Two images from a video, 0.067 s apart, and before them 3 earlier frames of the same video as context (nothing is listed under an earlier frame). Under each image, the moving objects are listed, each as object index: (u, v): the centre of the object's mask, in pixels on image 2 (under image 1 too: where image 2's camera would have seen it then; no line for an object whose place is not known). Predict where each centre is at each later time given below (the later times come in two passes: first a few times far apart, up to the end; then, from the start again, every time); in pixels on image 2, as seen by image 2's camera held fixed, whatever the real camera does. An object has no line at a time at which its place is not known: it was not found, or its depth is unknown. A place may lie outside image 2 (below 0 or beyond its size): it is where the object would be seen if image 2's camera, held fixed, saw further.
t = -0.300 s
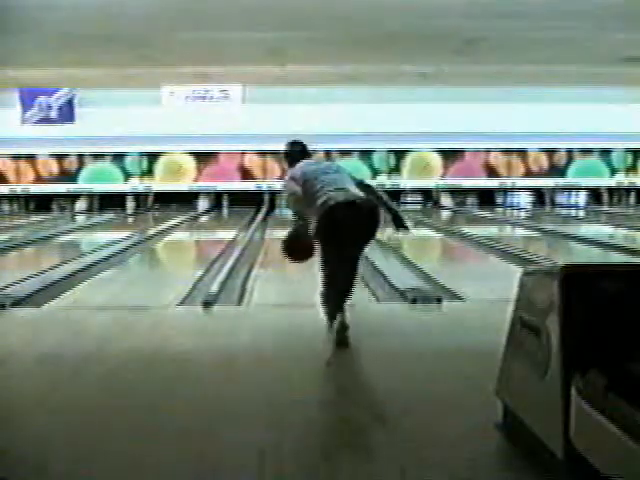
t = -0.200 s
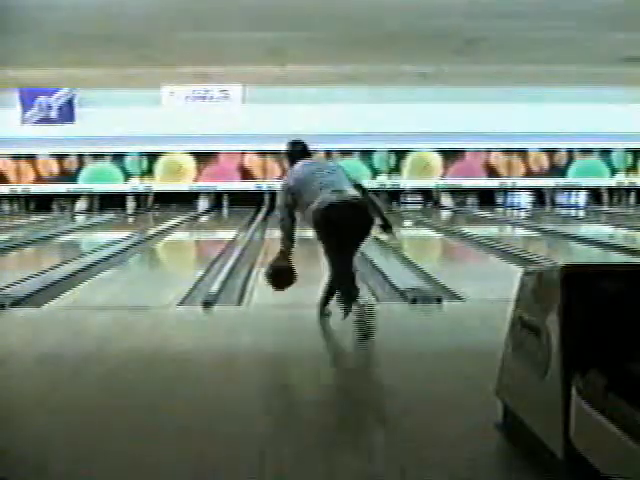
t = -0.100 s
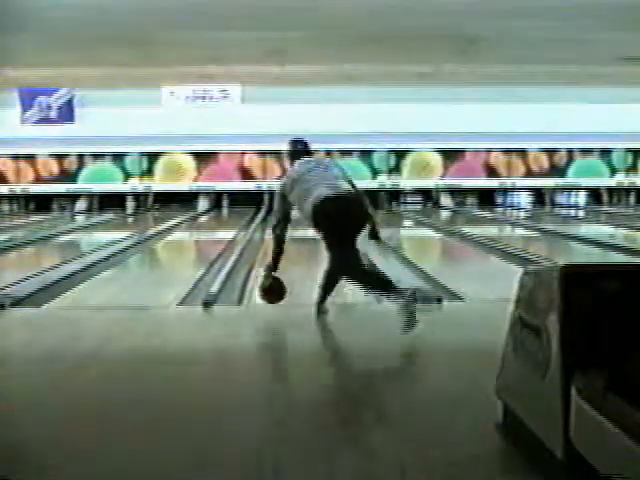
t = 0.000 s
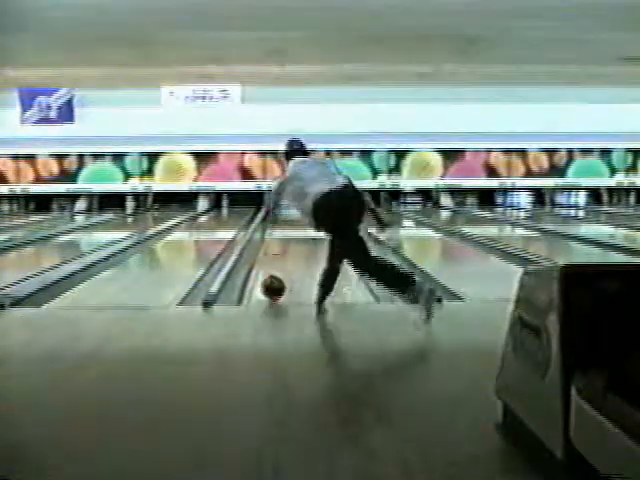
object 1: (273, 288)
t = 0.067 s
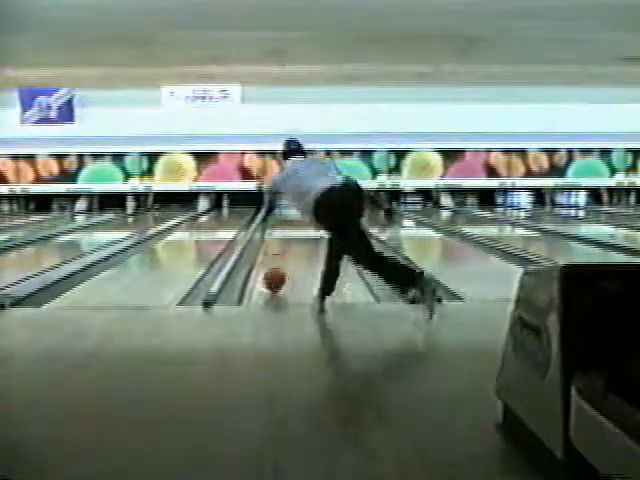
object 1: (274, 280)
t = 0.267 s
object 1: (276, 263)
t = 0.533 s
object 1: (278, 247)
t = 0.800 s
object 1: (281, 236)
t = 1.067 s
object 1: (281, 226)
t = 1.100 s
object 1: (281, 226)
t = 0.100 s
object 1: (275, 277)
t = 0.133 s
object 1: (275, 272)
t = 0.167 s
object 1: (275, 268)
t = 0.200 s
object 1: (275, 265)
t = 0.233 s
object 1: (275, 264)
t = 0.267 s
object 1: (276, 263)
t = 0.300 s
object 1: (276, 260)
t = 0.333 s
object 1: (276, 258)
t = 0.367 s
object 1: (276, 255)
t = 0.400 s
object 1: (276, 253)
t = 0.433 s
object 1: (277, 251)
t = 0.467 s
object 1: (277, 250)
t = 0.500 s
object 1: (278, 247)
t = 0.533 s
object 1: (278, 247)
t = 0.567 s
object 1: (279, 244)
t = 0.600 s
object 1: (279, 244)
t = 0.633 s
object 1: (279, 241)
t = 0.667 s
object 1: (279, 241)
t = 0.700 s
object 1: (279, 239)
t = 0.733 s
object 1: (279, 238)
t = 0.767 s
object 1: (281, 237)
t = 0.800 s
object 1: (281, 236)
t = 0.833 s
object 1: (281, 230)
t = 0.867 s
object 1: (281, 230)
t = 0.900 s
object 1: (281, 231)
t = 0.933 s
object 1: (280, 231)
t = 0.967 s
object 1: (280, 230)
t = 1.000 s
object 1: (281, 228)
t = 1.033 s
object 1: (280, 227)
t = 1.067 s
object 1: (281, 226)
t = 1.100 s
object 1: (281, 226)
